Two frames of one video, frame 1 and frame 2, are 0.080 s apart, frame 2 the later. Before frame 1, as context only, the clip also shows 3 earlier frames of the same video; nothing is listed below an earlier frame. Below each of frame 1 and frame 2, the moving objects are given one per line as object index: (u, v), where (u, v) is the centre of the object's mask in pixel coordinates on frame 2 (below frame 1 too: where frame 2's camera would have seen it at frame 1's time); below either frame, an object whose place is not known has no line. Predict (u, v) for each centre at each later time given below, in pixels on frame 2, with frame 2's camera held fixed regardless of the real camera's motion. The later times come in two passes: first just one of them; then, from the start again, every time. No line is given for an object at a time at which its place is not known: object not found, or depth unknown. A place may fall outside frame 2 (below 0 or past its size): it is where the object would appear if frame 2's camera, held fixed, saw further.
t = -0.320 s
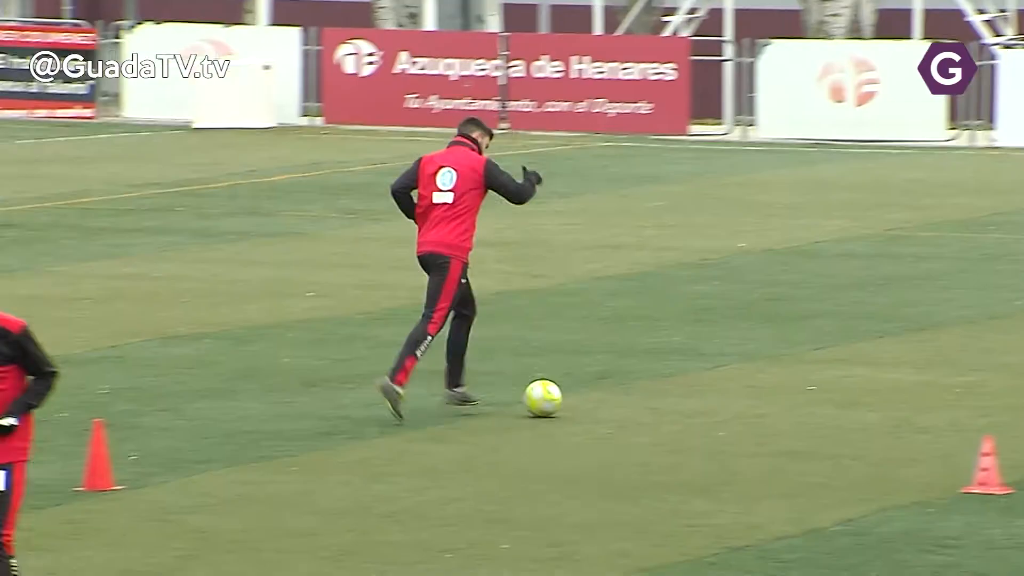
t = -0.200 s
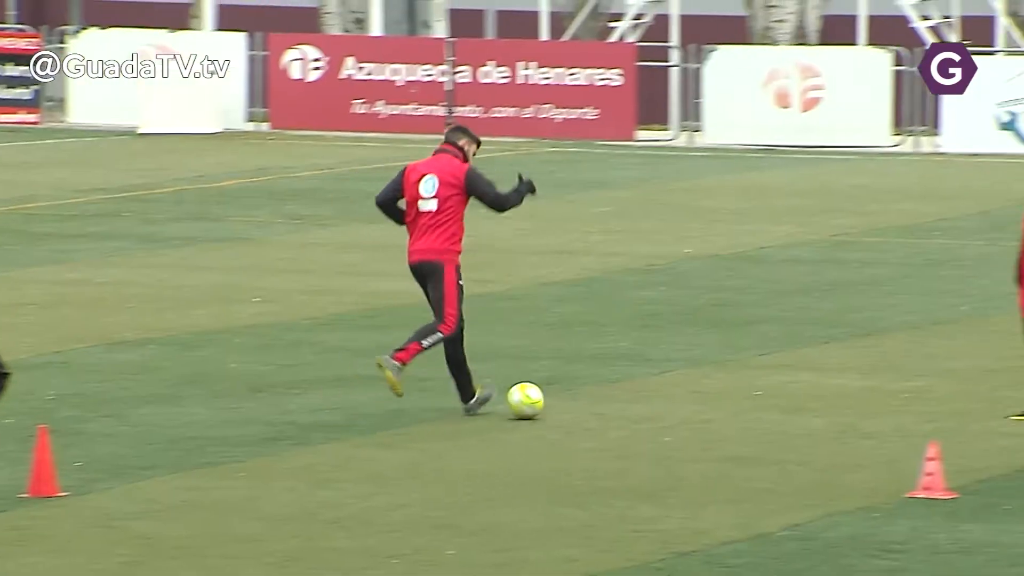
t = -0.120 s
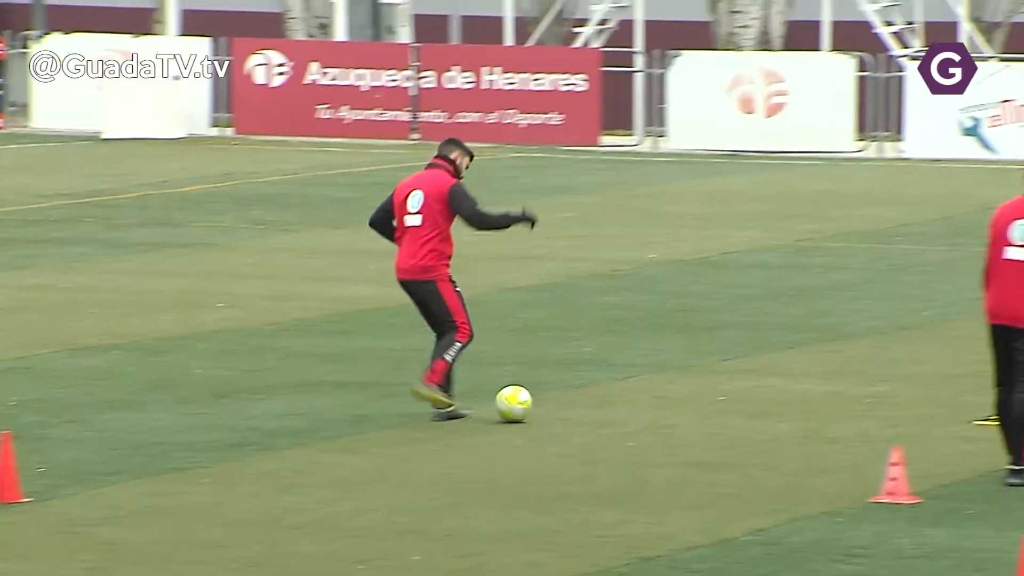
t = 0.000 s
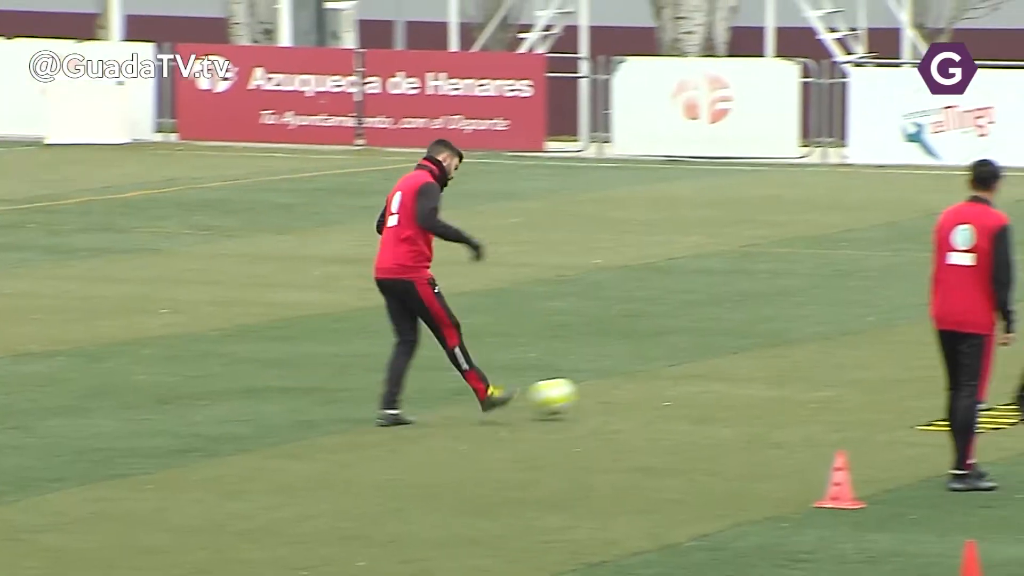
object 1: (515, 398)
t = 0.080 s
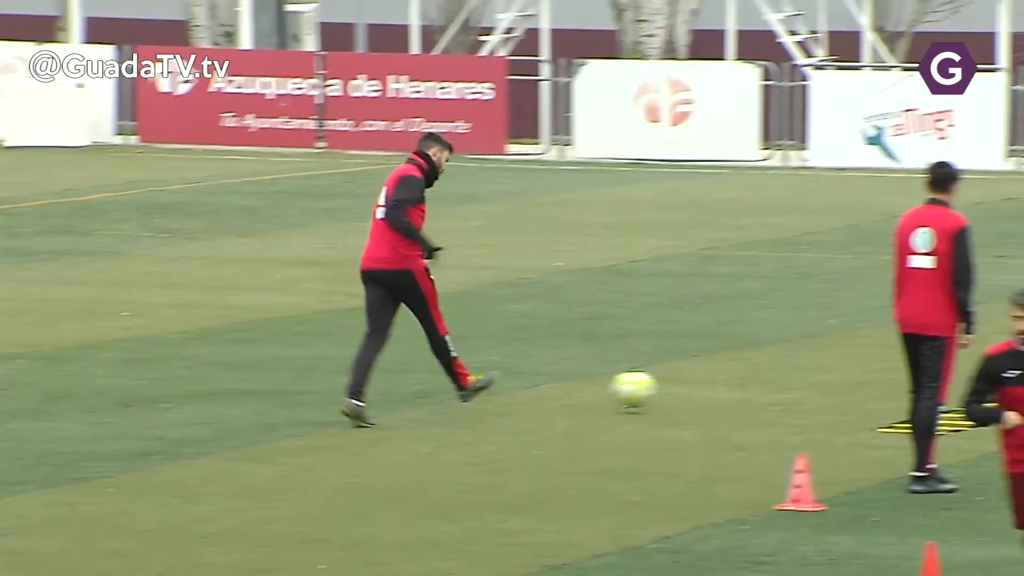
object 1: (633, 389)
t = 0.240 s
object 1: (854, 377)
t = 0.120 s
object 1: (691, 388)
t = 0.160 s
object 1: (748, 389)
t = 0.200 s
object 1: (801, 383)
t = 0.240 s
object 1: (854, 377)
